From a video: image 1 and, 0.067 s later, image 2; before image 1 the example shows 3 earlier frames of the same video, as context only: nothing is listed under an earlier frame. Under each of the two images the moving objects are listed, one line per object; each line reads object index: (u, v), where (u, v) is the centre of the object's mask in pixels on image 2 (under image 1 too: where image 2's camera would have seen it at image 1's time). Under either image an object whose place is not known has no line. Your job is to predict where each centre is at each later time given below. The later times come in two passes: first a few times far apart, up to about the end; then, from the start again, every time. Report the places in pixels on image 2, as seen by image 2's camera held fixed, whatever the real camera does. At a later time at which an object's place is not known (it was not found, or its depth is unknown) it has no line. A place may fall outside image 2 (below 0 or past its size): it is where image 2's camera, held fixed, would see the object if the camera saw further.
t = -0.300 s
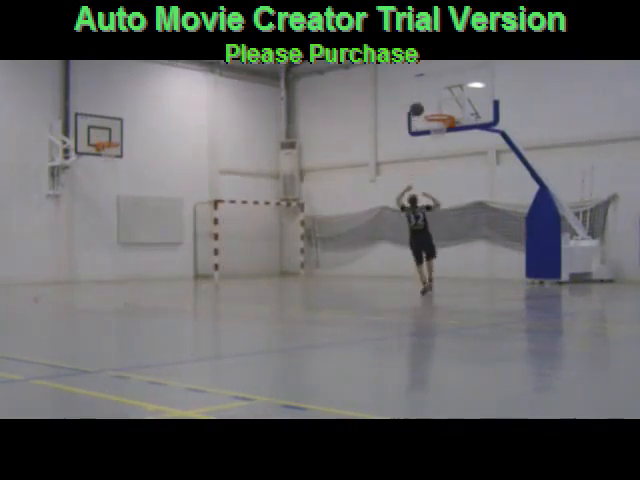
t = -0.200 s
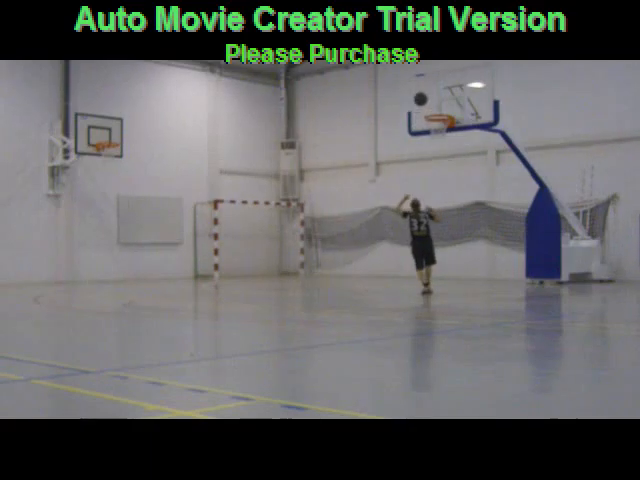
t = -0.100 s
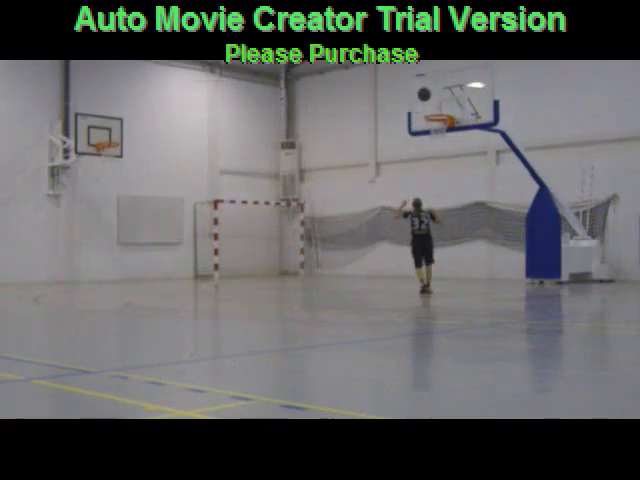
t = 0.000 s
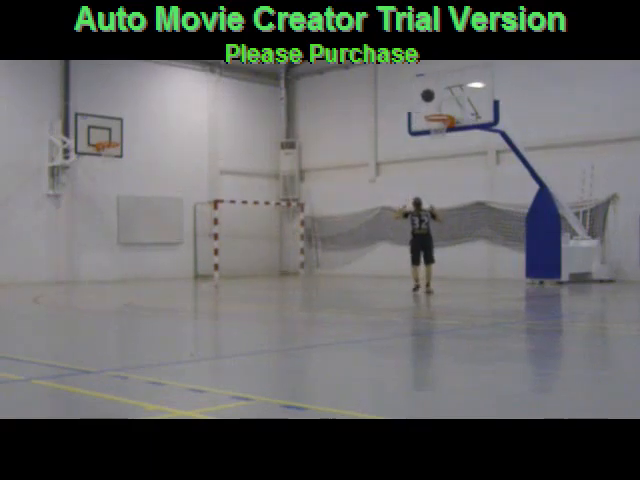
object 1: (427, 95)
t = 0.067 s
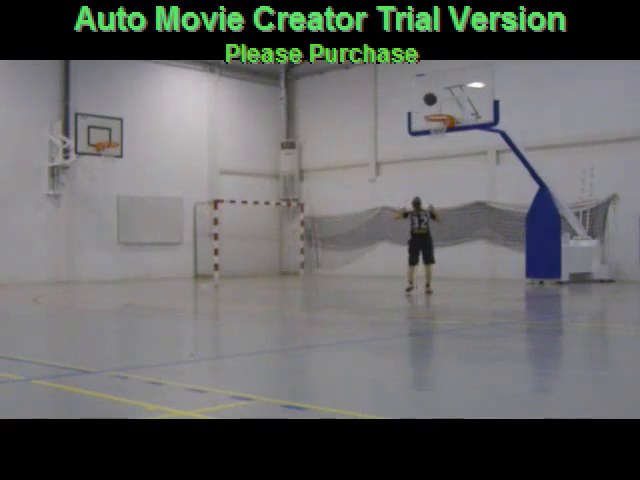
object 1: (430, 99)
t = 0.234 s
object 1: (436, 119)
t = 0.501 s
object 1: (443, 171)
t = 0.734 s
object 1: (450, 243)
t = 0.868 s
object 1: (452, 277)
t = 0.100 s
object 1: (431, 101)
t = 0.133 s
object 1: (432, 105)
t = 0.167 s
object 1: (433, 108)
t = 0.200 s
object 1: (434, 113)
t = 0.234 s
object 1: (436, 119)
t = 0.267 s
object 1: (438, 123)
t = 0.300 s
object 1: (437, 129)
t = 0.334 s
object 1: (439, 135)
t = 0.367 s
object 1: (440, 142)
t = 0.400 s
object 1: (441, 148)
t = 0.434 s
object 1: (441, 155)
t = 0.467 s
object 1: (442, 163)
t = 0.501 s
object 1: (443, 171)
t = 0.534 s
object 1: (444, 180)
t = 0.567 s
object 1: (445, 189)
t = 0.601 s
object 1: (446, 199)
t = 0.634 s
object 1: (447, 209)
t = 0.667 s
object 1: (448, 221)
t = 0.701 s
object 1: (448, 232)
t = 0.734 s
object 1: (450, 243)
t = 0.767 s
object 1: (450, 256)
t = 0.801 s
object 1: (451, 269)
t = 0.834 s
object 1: (452, 282)
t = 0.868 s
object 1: (452, 277)
